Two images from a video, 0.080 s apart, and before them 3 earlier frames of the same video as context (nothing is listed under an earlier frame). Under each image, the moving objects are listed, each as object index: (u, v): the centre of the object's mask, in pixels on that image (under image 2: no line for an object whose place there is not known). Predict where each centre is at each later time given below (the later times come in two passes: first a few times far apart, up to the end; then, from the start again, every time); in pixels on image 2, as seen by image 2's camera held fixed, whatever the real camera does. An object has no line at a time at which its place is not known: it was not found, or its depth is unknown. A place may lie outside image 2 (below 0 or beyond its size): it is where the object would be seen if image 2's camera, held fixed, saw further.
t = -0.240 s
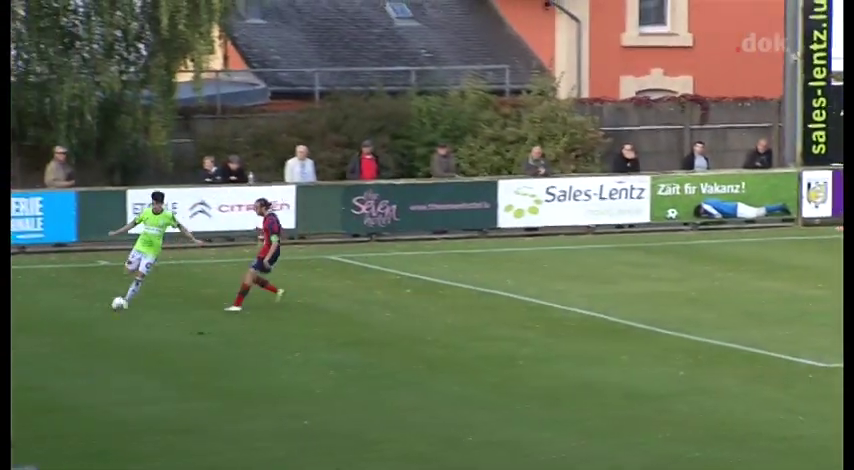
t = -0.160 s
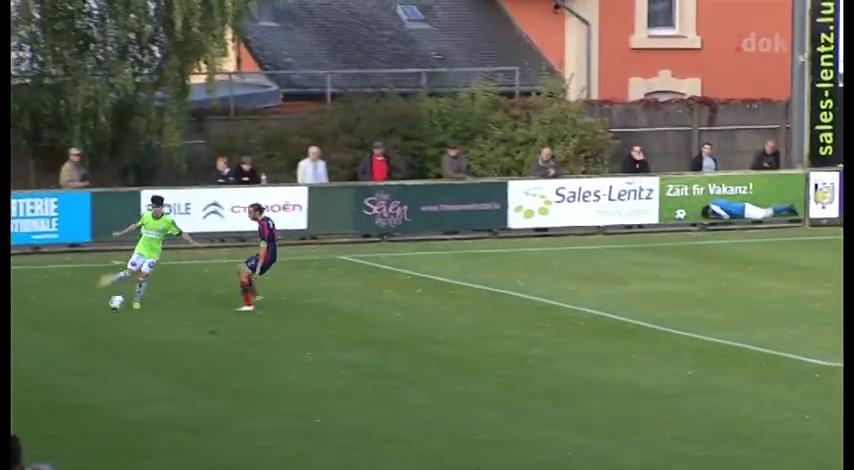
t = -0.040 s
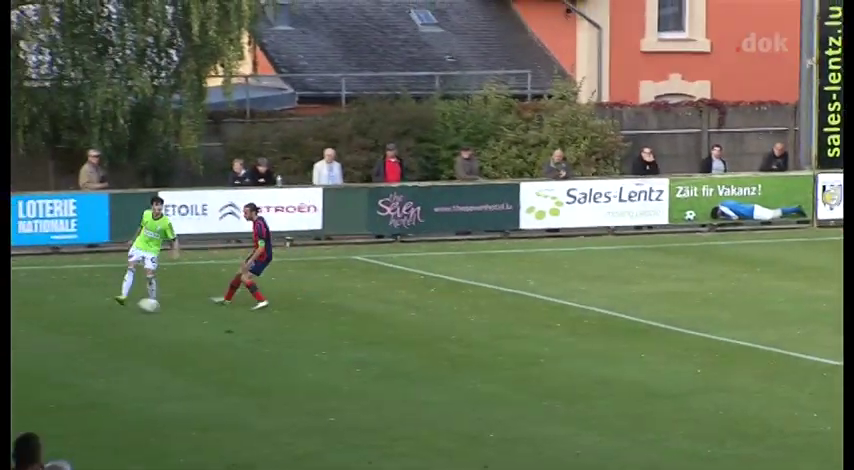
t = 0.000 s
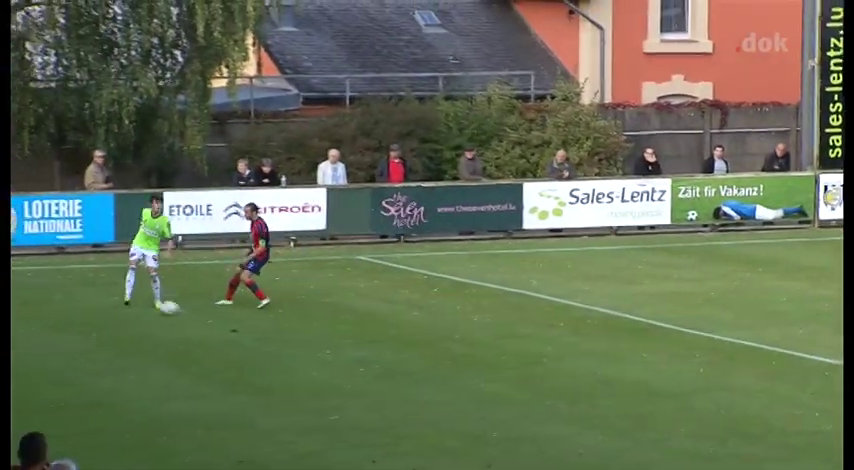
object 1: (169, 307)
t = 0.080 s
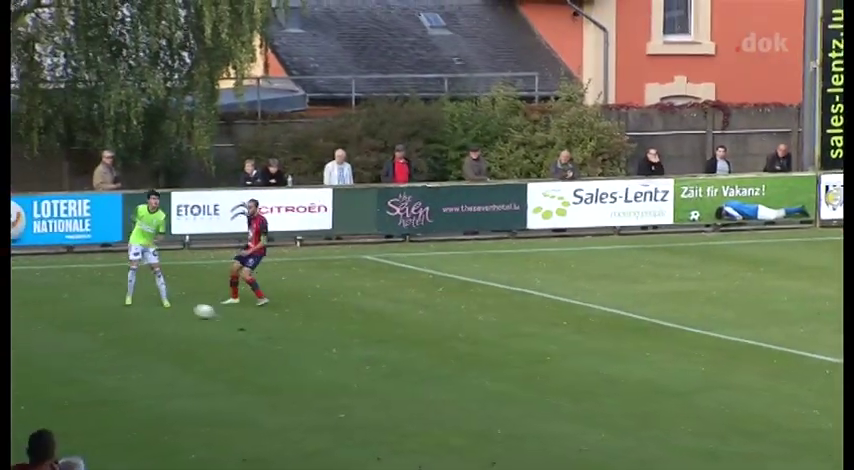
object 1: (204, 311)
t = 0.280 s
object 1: (268, 325)
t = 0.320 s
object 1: (279, 327)
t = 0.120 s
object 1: (217, 314)
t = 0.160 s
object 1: (231, 317)
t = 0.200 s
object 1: (243, 320)
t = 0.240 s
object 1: (255, 322)
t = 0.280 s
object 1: (268, 325)
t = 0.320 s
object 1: (279, 327)
